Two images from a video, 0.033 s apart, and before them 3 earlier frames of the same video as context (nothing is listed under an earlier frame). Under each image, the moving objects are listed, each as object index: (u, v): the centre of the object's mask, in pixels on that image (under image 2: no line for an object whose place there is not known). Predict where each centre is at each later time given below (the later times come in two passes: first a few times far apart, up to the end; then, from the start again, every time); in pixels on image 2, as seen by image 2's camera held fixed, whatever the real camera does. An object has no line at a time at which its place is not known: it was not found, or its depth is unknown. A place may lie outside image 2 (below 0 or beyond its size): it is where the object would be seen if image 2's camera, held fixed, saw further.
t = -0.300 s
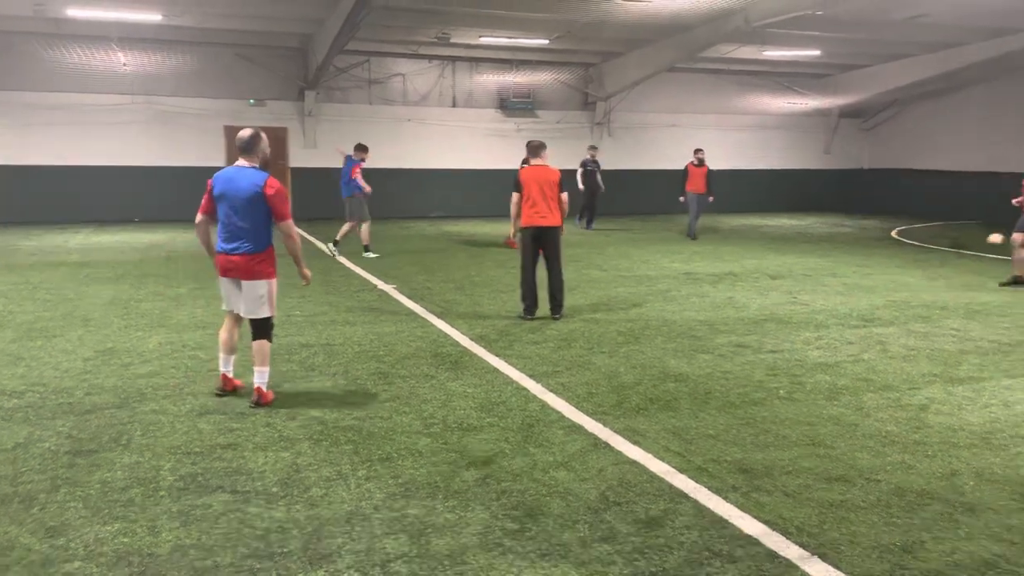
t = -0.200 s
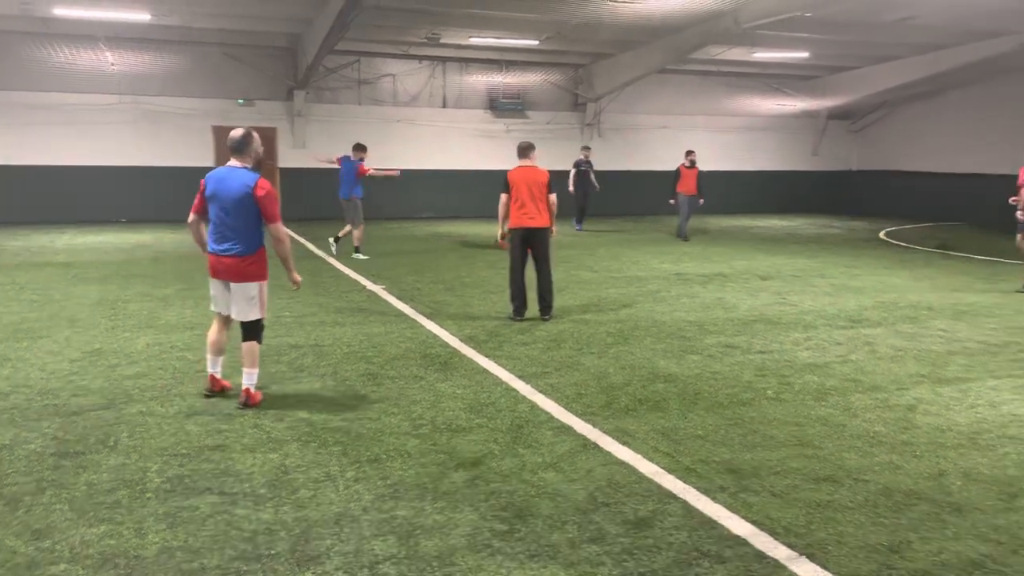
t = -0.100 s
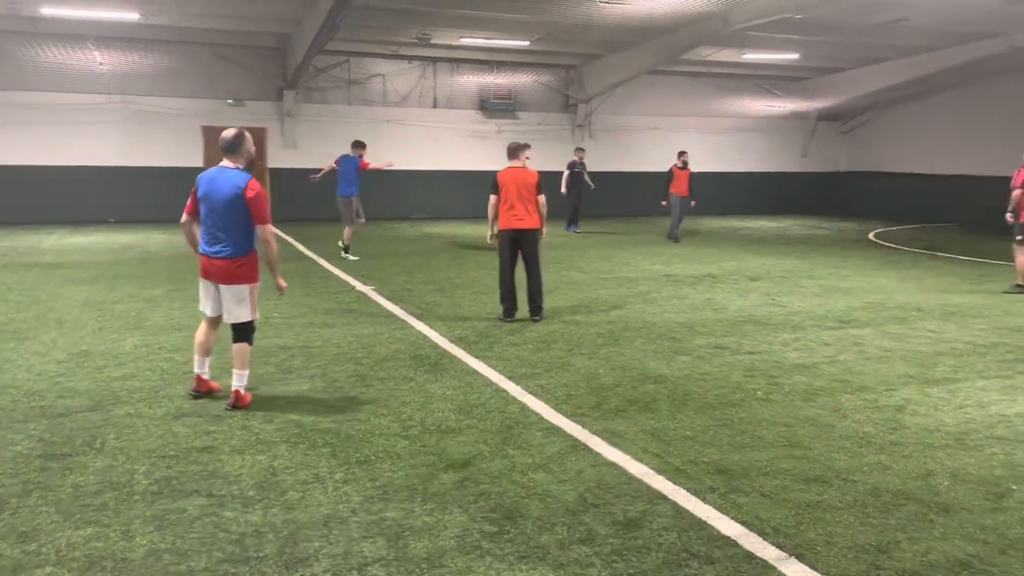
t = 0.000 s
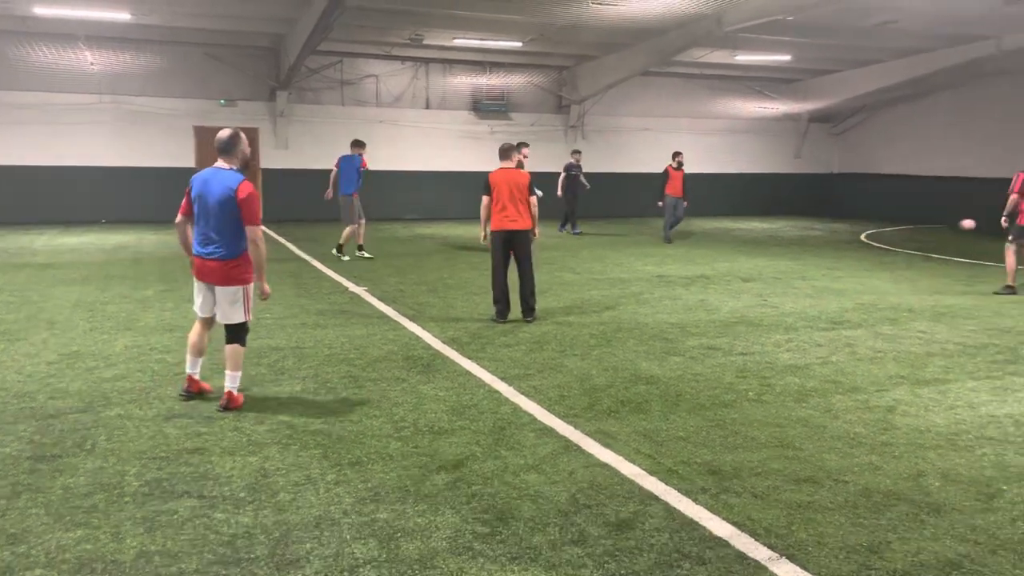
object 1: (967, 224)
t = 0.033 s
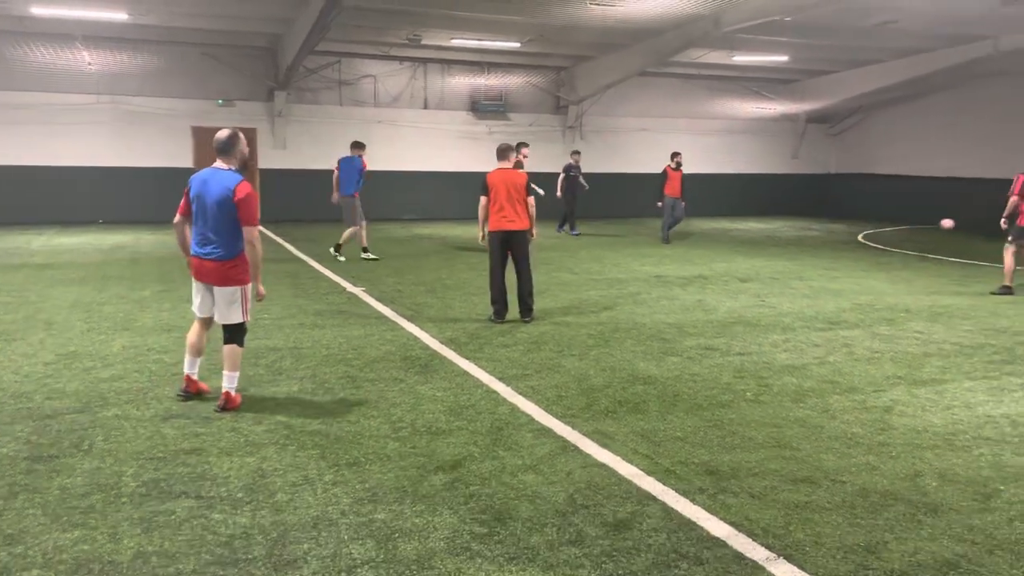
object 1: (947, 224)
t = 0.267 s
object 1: (831, 232)
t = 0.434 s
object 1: (769, 231)
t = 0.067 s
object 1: (931, 223)
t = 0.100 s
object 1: (915, 223)
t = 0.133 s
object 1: (897, 224)
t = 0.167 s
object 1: (881, 225)
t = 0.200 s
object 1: (865, 227)
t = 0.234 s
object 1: (848, 230)
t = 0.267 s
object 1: (831, 232)
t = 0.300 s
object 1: (816, 235)
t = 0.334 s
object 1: (799, 239)
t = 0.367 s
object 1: (790, 236)
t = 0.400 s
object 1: (780, 233)
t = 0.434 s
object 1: (769, 231)
